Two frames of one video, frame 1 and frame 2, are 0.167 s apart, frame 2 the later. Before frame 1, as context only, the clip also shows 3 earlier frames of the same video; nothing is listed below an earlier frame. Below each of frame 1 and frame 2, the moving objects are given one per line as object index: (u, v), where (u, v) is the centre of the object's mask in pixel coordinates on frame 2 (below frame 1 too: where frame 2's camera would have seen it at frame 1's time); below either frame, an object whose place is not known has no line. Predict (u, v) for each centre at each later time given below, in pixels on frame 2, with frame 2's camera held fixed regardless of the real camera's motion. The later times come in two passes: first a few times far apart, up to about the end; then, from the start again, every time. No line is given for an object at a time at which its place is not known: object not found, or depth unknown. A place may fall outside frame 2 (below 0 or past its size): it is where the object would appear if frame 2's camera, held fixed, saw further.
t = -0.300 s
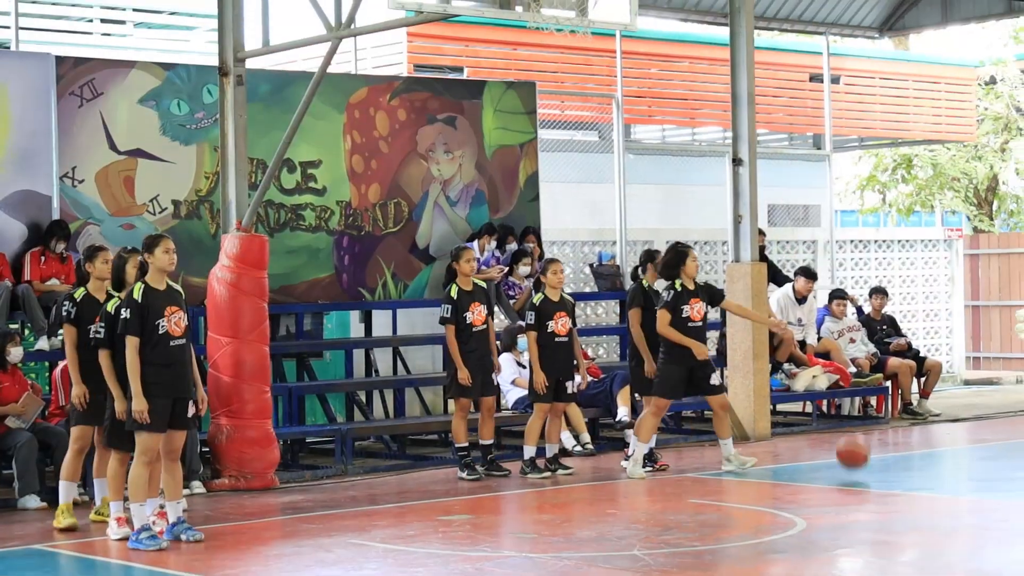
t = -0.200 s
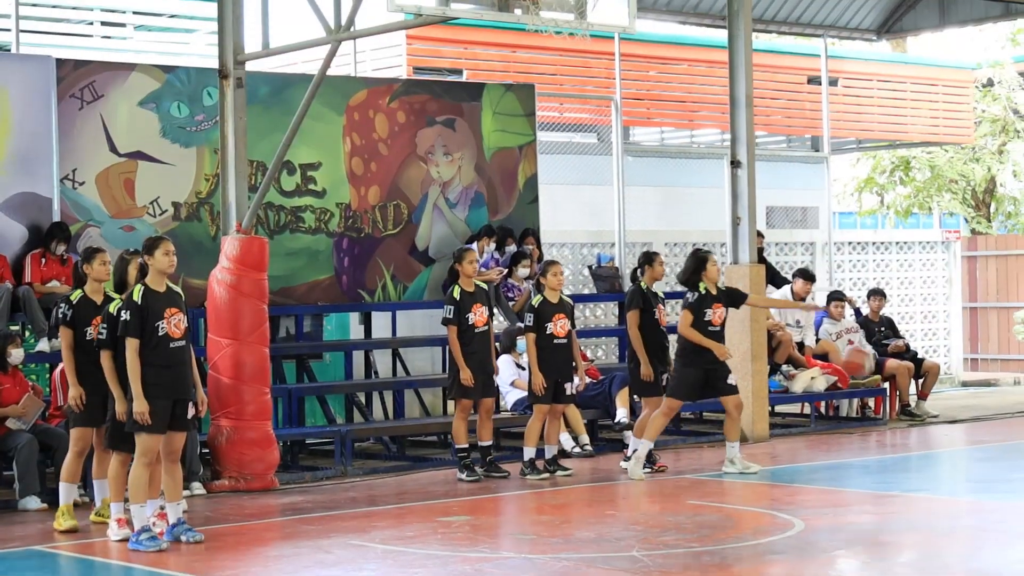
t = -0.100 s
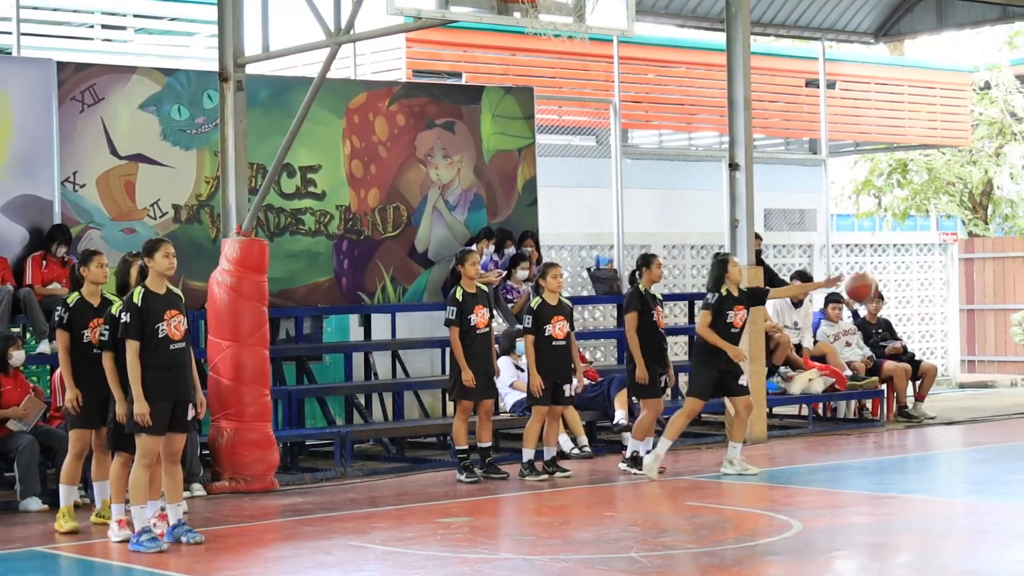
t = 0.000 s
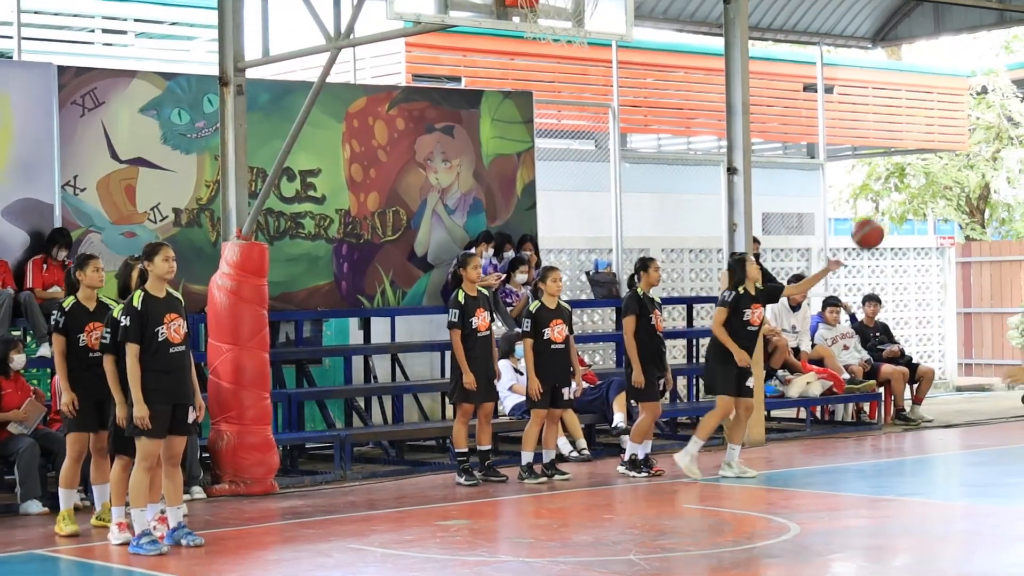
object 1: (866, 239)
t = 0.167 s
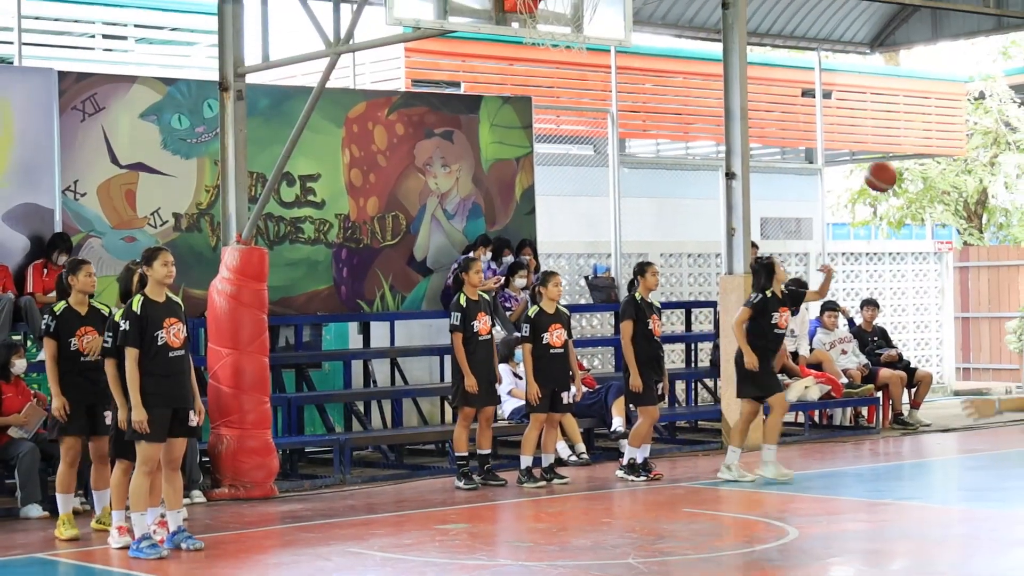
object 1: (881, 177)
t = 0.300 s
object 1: (893, 155)
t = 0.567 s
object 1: (918, 183)
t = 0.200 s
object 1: (884, 169)
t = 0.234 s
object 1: (887, 163)
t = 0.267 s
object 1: (890, 159)
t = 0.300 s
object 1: (893, 155)
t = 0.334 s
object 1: (896, 154)
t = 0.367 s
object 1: (899, 154)
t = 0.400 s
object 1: (902, 155)
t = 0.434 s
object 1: (905, 157)
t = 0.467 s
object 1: (908, 162)
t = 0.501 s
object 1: (913, 168)
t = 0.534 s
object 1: (915, 175)
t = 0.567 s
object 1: (918, 183)
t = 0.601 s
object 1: (922, 194)
